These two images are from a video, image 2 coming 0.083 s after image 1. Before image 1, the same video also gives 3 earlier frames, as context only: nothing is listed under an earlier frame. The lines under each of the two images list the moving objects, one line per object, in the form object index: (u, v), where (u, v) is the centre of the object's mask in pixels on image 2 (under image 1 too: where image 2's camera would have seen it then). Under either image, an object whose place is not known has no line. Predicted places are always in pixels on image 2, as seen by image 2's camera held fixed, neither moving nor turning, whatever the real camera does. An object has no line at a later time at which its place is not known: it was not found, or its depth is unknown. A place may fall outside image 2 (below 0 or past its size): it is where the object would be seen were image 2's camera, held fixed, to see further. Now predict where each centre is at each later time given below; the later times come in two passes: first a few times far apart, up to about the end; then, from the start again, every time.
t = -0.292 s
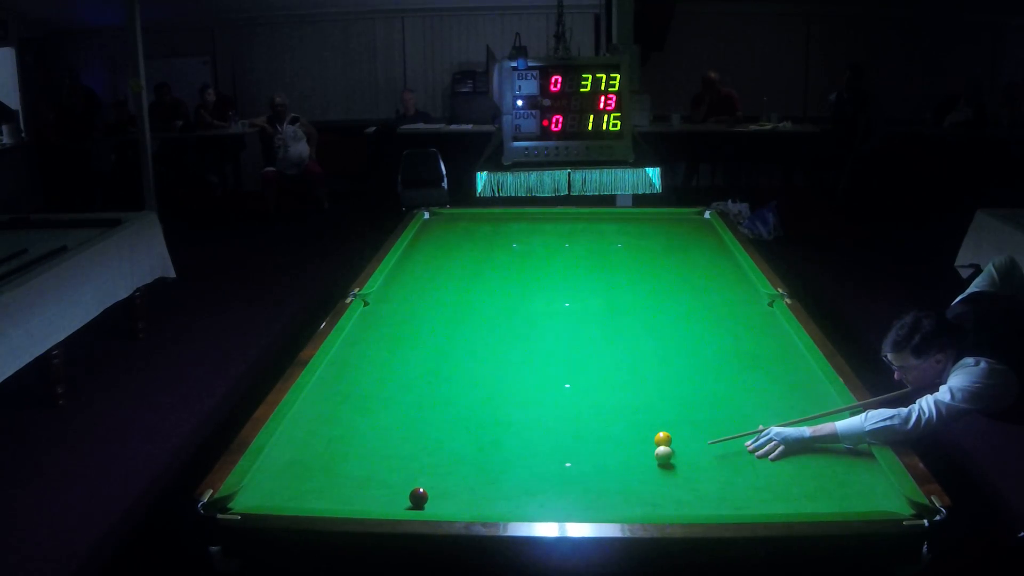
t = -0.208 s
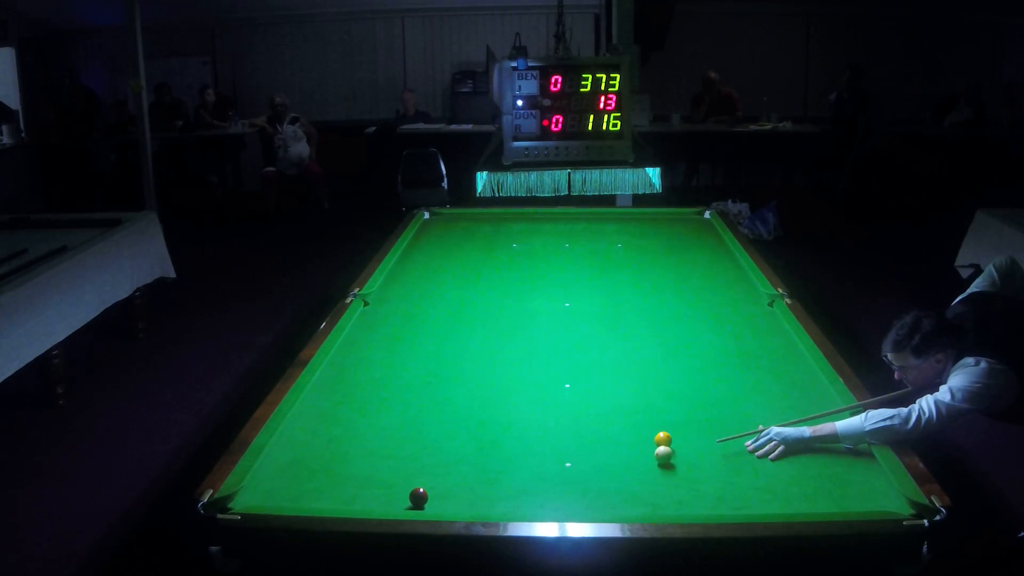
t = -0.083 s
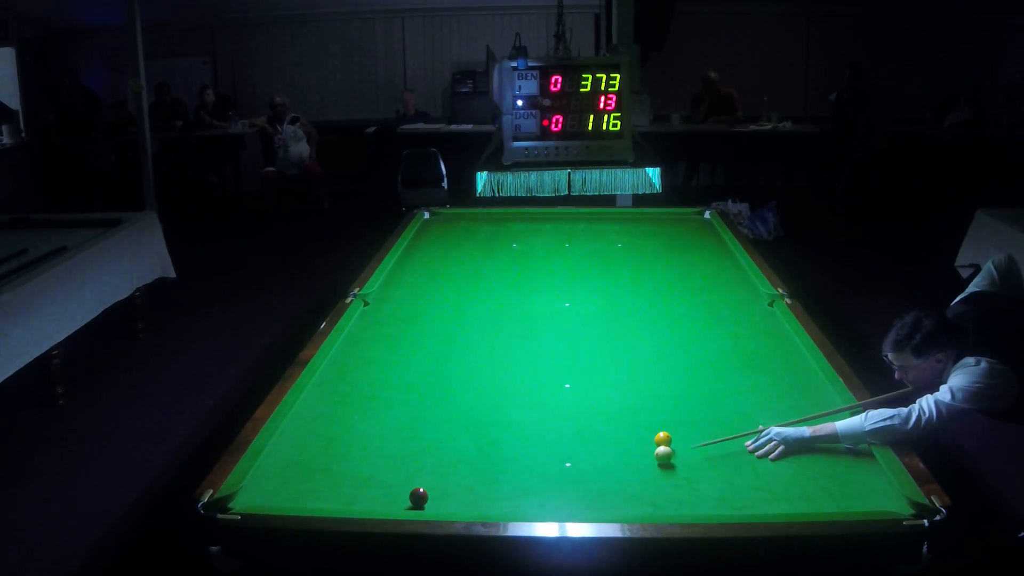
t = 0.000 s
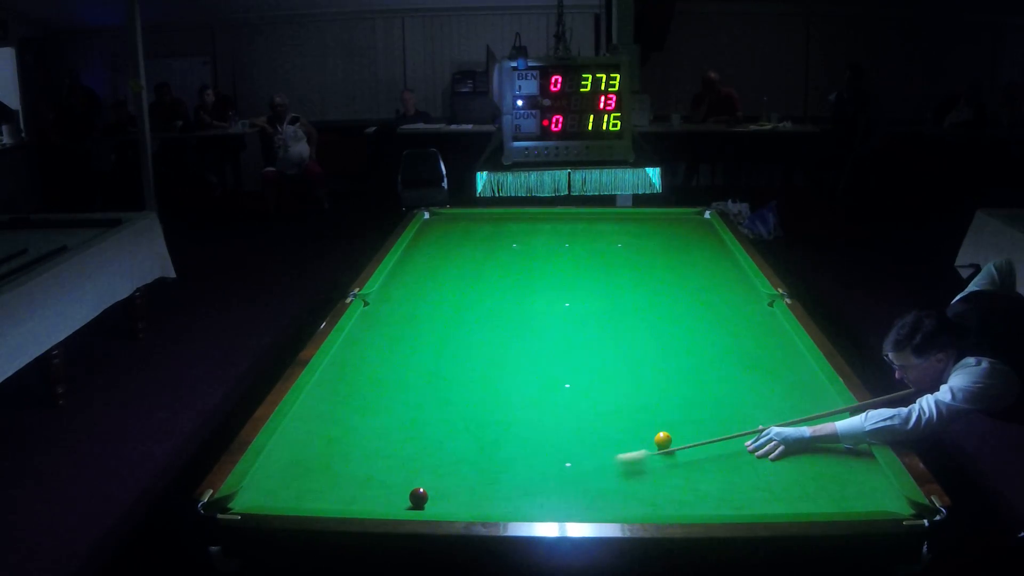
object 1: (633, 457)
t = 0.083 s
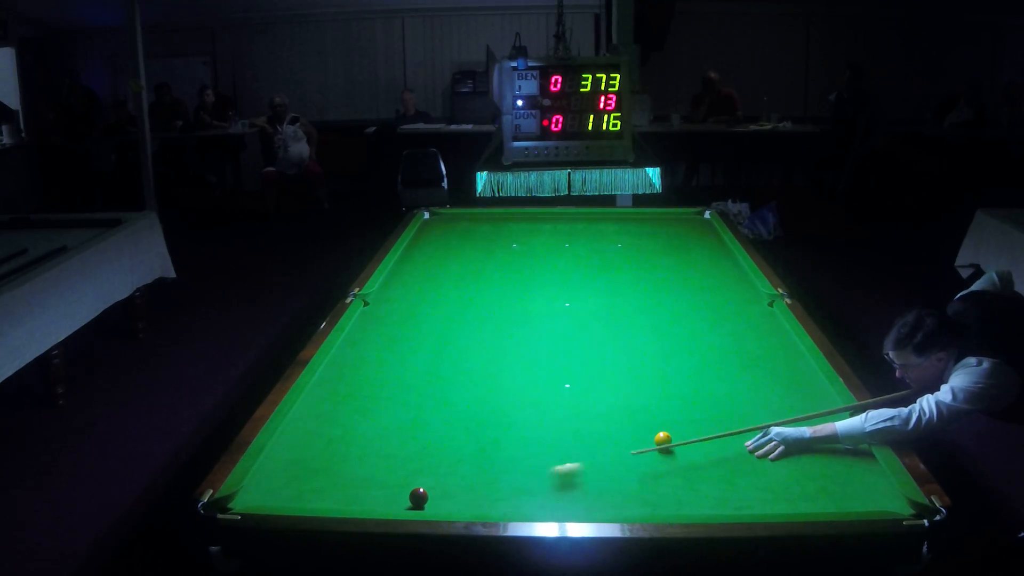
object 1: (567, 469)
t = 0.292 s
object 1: (437, 500)
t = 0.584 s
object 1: (410, 496)
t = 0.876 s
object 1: (382, 479)
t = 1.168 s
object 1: (357, 465)
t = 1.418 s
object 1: (338, 454)
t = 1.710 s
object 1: (318, 443)
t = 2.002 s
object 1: (301, 433)
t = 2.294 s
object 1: (295, 426)
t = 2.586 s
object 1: (309, 423)
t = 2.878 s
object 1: (320, 420)
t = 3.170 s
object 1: (328, 417)
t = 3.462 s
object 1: (334, 415)
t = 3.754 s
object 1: (338, 414)
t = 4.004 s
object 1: (339, 413)
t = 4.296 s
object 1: (339, 413)
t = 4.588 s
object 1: (339, 413)
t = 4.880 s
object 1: (339, 413)
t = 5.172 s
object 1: (339, 413)
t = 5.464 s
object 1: (339, 413)
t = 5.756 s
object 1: (339, 413)
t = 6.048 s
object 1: (339, 413)
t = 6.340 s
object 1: (339, 413)
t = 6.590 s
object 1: (339, 414)
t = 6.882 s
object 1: (339, 414)
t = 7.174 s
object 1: (339, 413)
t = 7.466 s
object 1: (339, 413)
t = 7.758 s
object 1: (339, 413)
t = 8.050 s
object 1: (339, 413)
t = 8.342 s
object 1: (339, 413)
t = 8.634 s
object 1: (339, 413)
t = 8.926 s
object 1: (339, 413)
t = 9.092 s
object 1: (339, 413)
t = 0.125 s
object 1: (535, 476)
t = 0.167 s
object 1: (504, 482)
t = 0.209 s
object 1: (473, 488)
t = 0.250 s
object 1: (442, 495)
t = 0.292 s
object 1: (437, 500)
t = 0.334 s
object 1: (434, 502)
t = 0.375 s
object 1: (430, 504)
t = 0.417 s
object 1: (427, 504)
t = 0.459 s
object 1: (423, 502)
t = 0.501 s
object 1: (419, 500)
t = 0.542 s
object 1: (414, 499)
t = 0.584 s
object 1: (410, 496)
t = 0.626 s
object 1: (406, 493)
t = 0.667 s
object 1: (401, 490)
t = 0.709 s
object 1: (398, 488)
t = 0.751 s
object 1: (393, 486)
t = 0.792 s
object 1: (389, 484)
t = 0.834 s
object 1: (385, 481)
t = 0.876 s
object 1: (382, 479)
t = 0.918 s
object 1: (378, 477)
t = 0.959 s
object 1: (374, 475)
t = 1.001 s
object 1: (371, 473)
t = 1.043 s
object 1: (367, 470)
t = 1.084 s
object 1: (364, 468)
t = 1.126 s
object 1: (360, 467)
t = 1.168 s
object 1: (357, 465)
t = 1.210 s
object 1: (354, 463)
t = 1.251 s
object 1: (350, 461)
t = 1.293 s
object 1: (347, 459)
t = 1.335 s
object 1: (344, 457)
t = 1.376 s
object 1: (341, 456)
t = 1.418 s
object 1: (338, 454)
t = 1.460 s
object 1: (335, 452)
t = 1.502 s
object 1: (332, 451)
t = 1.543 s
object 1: (329, 449)
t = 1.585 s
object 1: (326, 447)
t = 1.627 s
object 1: (323, 446)
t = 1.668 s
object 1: (321, 444)
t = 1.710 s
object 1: (318, 443)
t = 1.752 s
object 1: (315, 442)
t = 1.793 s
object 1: (313, 440)
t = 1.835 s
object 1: (310, 438)
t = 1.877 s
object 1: (308, 437)
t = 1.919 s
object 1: (305, 436)
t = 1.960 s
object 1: (303, 435)
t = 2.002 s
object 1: (301, 433)
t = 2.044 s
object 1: (298, 432)
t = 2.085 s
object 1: (296, 431)
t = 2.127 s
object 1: (294, 430)
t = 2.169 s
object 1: (292, 429)
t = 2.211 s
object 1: (291, 428)
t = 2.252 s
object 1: (293, 427)
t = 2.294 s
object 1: (295, 426)
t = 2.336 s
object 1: (297, 426)
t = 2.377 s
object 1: (299, 425)
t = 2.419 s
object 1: (301, 425)
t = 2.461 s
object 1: (303, 424)
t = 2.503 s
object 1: (305, 423)
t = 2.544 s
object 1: (307, 423)
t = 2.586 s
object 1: (309, 423)
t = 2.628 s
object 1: (311, 422)
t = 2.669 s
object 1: (312, 422)
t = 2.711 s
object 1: (314, 421)
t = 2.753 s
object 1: (316, 421)
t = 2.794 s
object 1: (317, 421)
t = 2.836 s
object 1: (318, 420)
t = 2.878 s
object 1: (320, 420)
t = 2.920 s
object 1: (321, 419)
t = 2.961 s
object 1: (323, 419)
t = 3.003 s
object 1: (324, 418)
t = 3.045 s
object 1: (325, 418)
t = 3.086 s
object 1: (326, 418)
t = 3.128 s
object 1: (327, 417)
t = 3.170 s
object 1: (328, 417)
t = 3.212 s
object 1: (329, 416)
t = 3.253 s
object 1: (330, 416)
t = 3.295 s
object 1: (331, 416)
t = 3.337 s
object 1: (332, 416)
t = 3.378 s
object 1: (333, 415)
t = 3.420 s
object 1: (334, 415)
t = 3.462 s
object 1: (334, 415)
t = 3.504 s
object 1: (335, 415)
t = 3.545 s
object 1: (336, 414)
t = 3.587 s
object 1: (336, 414)
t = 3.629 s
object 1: (337, 414)
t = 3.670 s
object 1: (337, 414)
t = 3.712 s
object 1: (338, 414)
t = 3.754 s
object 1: (338, 414)
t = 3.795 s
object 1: (338, 413)
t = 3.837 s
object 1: (339, 413)
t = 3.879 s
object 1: (339, 413)
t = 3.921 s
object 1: (339, 413)
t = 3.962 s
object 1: (339, 413)
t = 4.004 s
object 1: (339, 413)
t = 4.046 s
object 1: (339, 413)
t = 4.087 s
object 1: (339, 413)
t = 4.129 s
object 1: (339, 413)
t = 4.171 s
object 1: (339, 413)
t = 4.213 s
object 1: (339, 413)
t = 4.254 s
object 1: (339, 413)
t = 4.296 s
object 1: (339, 413)
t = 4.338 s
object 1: (339, 413)
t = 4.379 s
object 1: (339, 413)
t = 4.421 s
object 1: (339, 413)
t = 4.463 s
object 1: (339, 413)
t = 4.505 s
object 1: (339, 413)
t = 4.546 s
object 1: (339, 413)
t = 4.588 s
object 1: (339, 413)
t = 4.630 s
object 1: (339, 413)
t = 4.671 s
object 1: (339, 413)
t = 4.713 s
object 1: (339, 413)
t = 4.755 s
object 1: (339, 413)
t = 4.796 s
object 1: (339, 413)
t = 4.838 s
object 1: (339, 413)
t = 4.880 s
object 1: (339, 413)
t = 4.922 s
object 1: (339, 413)
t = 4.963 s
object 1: (339, 413)
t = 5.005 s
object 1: (339, 413)
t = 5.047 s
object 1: (339, 413)
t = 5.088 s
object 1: (339, 413)
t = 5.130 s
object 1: (339, 413)
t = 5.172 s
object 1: (339, 413)
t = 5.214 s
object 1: (339, 413)
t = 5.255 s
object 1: (339, 413)
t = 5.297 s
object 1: (339, 413)
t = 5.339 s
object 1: (339, 413)
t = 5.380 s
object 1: (339, 413)
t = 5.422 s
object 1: (339, 413)
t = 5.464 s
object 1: (339, 413)
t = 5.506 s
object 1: (339, 413)
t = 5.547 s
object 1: (339, 413)
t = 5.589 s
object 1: (339, 413)
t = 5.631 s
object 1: (339, 413)
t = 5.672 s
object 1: (339, 413)
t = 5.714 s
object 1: (339, 413)
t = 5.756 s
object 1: (339, 413)
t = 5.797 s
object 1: (339, 413)
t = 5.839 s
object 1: (339, 413)
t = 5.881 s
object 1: (339, 413)
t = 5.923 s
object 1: (339, 413)
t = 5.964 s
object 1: (339, 413)
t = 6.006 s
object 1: (339, 413)
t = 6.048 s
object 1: (339, 413)
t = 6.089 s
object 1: (339, 413)
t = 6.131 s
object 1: (339, 414)
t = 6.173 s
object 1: (339, 413)
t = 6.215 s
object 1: (339, 413)
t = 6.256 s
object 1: (339, 413)
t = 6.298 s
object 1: (339, 413)
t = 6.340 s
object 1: (339, 413)
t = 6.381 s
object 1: (339, 414)
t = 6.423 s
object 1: (339, 414)
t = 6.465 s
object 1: (339, 414)
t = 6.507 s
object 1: (339, 414)
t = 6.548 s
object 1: (339, 413)
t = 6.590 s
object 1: (339, 414)
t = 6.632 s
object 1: (339, 413)
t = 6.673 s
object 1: (339, 413)
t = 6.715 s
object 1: (339, 414)
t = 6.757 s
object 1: (339, 413)
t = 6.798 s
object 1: (339, 414)
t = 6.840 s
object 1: (339, 413)
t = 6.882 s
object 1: (339, 414)
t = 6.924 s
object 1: (339, 414)
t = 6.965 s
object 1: (339, 413)
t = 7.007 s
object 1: (339, 413)
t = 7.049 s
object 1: (339, 414)
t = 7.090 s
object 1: (339, 413)
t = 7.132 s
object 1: (339, 413)
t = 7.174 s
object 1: (339, 413)
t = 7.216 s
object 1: (339, 413)
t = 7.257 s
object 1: (339, 413)
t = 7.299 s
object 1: (339, 413)
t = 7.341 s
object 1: (339, 413)
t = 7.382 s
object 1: (339, 413)
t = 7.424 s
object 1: (339, 413)
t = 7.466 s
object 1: (339, 413)
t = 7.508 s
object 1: (339, 413)
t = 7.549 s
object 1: (339, 413)
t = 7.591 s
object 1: (339, 413)
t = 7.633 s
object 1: (339, 413)
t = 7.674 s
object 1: (339, 413)
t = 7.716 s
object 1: (339, 413)
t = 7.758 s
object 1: (339, 413)
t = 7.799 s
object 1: (339, 413)
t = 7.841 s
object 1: (339, 413)
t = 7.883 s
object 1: (339, 413)
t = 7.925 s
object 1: (339, 413)
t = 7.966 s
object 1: (339, 413)
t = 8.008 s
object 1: (339, 413)
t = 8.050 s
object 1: (339, 413)
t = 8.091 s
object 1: (339, 413)
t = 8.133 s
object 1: (339, 413)
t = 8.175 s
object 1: (339, 413)
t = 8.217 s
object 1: (339, 413)
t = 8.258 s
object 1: (339, 413)
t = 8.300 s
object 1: (339, 413)
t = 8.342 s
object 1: (339, 413)
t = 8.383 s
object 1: (339, 414)
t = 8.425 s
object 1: (339, 413)
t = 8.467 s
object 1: (339, 414)
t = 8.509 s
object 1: (339, 414)
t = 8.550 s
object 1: (339, 414)
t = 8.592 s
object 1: (339, 413)
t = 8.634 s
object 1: (339, 413)
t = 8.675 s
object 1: (339, 413)
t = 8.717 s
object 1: (339, 413)
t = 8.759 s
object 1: (339, 413)
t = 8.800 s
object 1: (339, 413)
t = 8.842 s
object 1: (339, 413)
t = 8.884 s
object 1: (339, 413)
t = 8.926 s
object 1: (339, 413)
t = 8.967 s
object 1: (339, 413)
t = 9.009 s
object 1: (339, 413)
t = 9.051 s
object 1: (339, 413)
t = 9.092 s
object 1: (339, 413)
